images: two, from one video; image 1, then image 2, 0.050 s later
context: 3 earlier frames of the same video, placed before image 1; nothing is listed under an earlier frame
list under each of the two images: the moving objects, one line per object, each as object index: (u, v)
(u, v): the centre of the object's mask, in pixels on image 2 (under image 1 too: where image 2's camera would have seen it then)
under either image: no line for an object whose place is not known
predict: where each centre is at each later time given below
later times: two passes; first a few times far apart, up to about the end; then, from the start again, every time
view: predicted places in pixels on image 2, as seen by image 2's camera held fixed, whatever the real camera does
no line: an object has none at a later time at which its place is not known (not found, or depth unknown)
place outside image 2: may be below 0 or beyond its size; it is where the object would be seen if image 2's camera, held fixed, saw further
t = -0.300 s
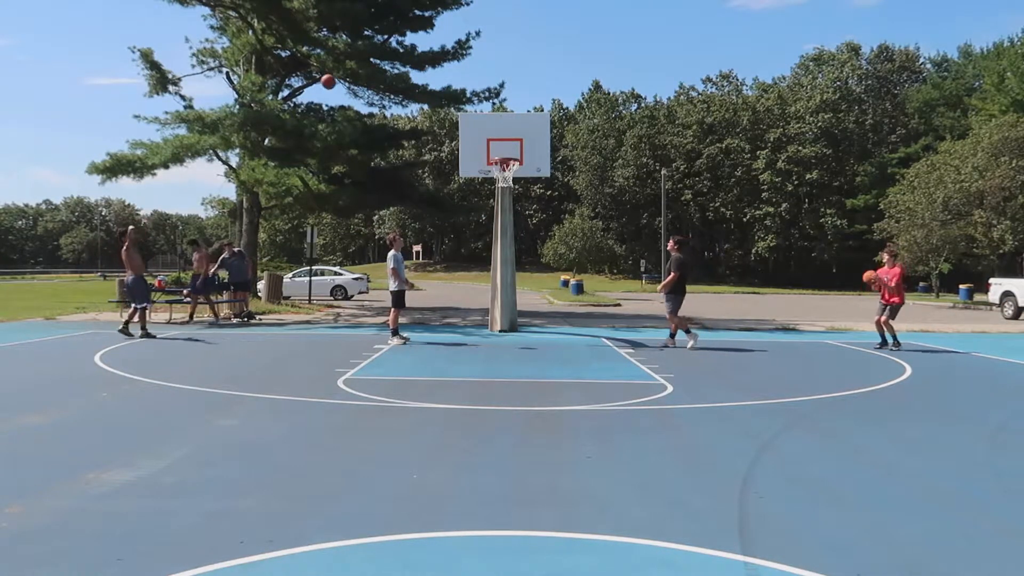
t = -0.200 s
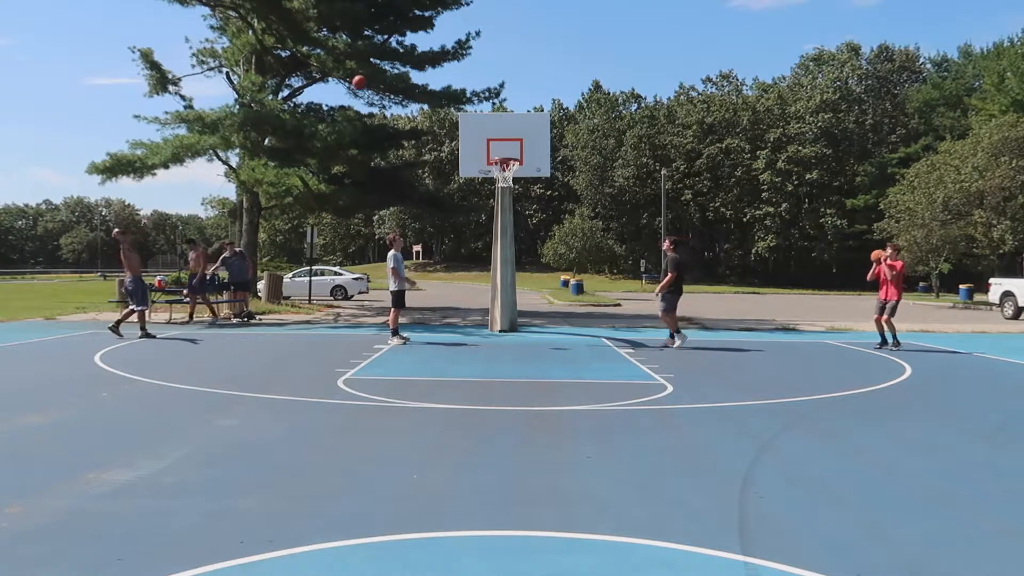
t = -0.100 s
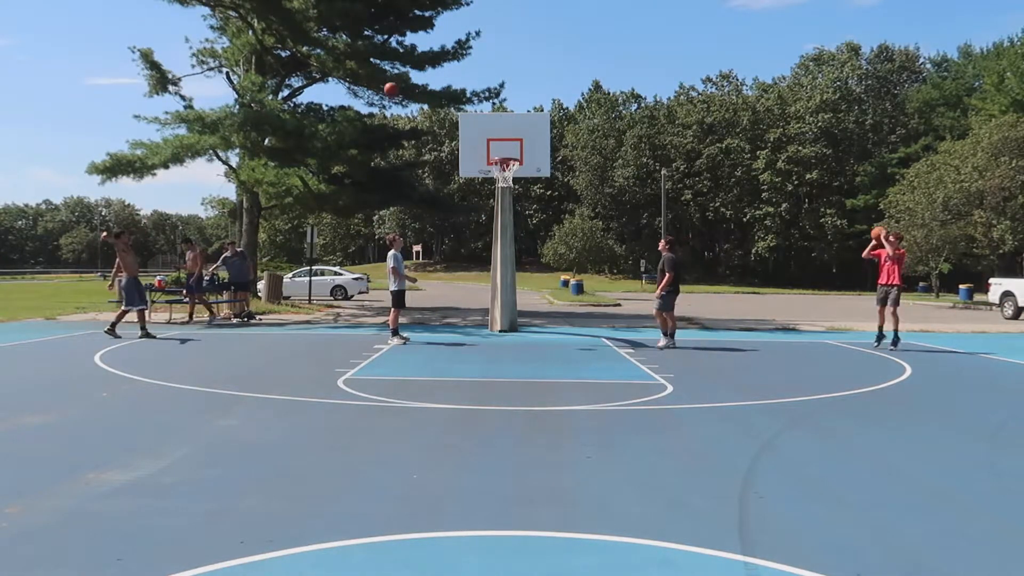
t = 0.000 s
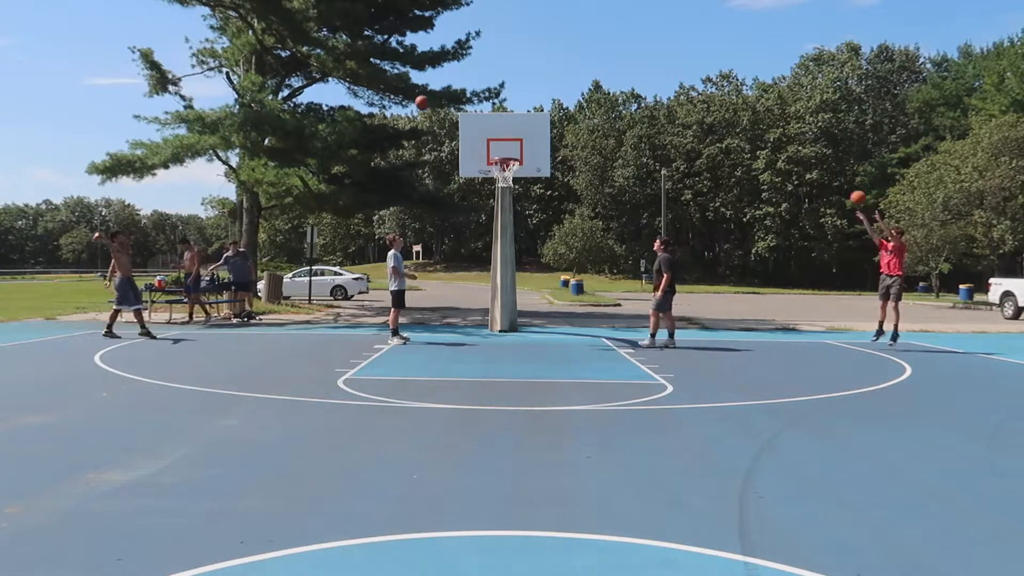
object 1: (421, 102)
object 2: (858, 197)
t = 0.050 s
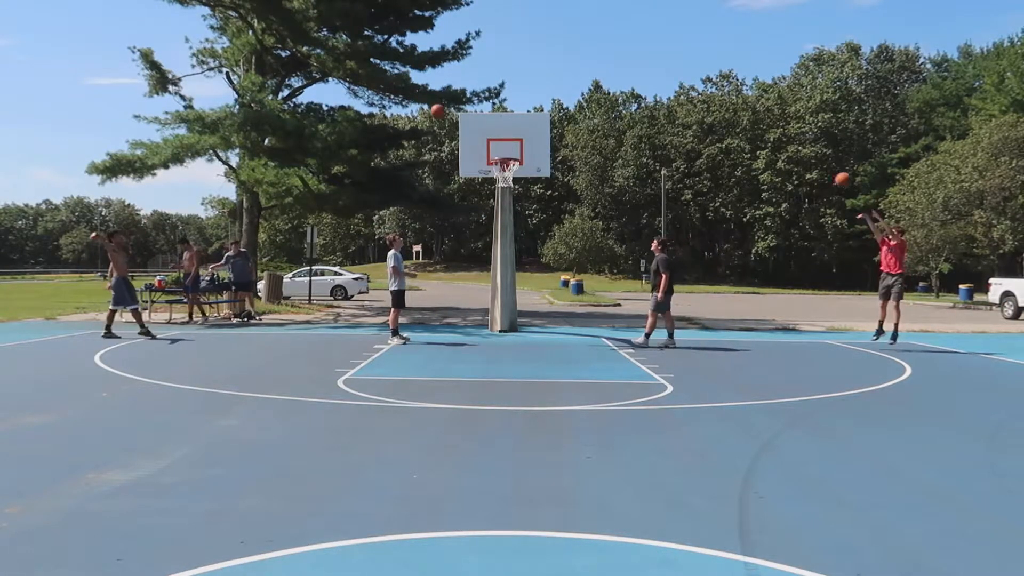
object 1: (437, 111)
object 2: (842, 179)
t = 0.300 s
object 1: (495, 135)
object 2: (765, 111)
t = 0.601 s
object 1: (517, 97)
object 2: (674, 78)
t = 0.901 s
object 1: (539, 111)
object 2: (583, 98)
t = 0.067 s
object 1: (442, 114)
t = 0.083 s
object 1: (447, 117)
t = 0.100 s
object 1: (452, 121)
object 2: (827, 162)
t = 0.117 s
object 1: (458, 126)
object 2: (821, 156)
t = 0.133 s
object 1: (463, 129)
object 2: (816, 152)
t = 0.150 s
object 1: (468, 134)
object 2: (811, 146)
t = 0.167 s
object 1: (473, 138)
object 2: (806, 141)
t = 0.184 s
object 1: (478, 142)
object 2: (802, 138)
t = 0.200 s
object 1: (483, 147)
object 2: (796, 134)
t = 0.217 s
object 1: (488, 151)
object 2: (791, 129)
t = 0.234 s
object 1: (491, 151)
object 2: (786, 125)
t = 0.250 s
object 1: (492, 147)
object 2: (780, 121)
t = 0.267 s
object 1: (493, 143)
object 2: (776, 117)
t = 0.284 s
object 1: (494, 139)
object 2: (770, 114)
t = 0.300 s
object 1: (495, 135)
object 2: (765, 111)
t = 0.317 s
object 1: (497, 132)
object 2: (760, 107)
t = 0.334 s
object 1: (498, 129)
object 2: (755, 104)
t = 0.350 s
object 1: (499, 126)
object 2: (750, 101)
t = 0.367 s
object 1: (500, 123)
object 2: (745, 99)
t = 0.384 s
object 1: (502, 119)
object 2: (740, 96)
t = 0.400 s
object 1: (503, 117)
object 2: (735, 93)
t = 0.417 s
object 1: (504, 114)
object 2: (730, 91)
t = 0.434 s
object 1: (505, 111)
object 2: (725, 89)
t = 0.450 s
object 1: (506, 109)
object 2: (719, 87)
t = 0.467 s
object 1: (507, 107)
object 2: (714, 86)
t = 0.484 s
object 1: (508, 105)
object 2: (709, 84)
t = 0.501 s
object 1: (509, 104)
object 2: (705, 83)
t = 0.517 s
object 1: (511, 102)
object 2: (699, 81)
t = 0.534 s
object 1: (512, 101)
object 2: (694, 81)
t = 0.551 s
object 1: (513, 99)
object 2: (689, 80)
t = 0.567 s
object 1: (514, 98)
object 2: (684, 79)
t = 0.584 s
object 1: (516, 97)
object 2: (679, 79)
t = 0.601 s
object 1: (517, 97)
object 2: (674, 78)
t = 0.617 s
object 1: (519, 96)
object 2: (669, 78)
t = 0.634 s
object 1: (520, 95)
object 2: (664, 77)
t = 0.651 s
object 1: (521, 95)
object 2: (658, 78)
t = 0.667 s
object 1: (522, 95)
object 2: (653, 78)
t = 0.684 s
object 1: (523, 95)
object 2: (648, 78)
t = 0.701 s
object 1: (525, 95)
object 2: (643, 79)
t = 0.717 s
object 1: (526, 96)
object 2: (638, 79)
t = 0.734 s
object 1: (527, 96)
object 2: (633, 80)
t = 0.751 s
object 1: (529, 97)
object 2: (628, 81)
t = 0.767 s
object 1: (530, 98)
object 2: (623, 82)
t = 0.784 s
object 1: (531, 99)
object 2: (618, 84)
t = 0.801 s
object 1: (532, 100)
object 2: (613, 85)
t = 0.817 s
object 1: (533, 101)
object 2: (608, 87)
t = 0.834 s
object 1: (534, 103)
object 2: (603, 89)
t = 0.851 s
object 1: (536, 105)
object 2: (598, 91)
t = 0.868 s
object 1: (537, 107)
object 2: (592, 93)
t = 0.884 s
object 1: (538, 109)
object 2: (587, 95)
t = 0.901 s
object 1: (539, 111)
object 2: (583, 98)
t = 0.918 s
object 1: (540, 114)
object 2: (578, 101)
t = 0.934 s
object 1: (541, 116)
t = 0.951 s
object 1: (543, 119)
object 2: (567, 107)
